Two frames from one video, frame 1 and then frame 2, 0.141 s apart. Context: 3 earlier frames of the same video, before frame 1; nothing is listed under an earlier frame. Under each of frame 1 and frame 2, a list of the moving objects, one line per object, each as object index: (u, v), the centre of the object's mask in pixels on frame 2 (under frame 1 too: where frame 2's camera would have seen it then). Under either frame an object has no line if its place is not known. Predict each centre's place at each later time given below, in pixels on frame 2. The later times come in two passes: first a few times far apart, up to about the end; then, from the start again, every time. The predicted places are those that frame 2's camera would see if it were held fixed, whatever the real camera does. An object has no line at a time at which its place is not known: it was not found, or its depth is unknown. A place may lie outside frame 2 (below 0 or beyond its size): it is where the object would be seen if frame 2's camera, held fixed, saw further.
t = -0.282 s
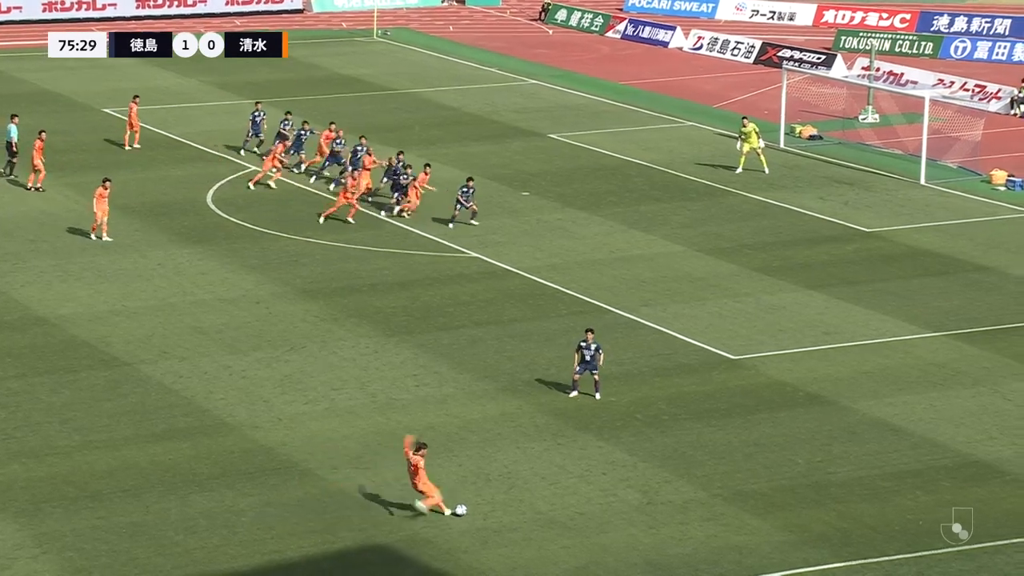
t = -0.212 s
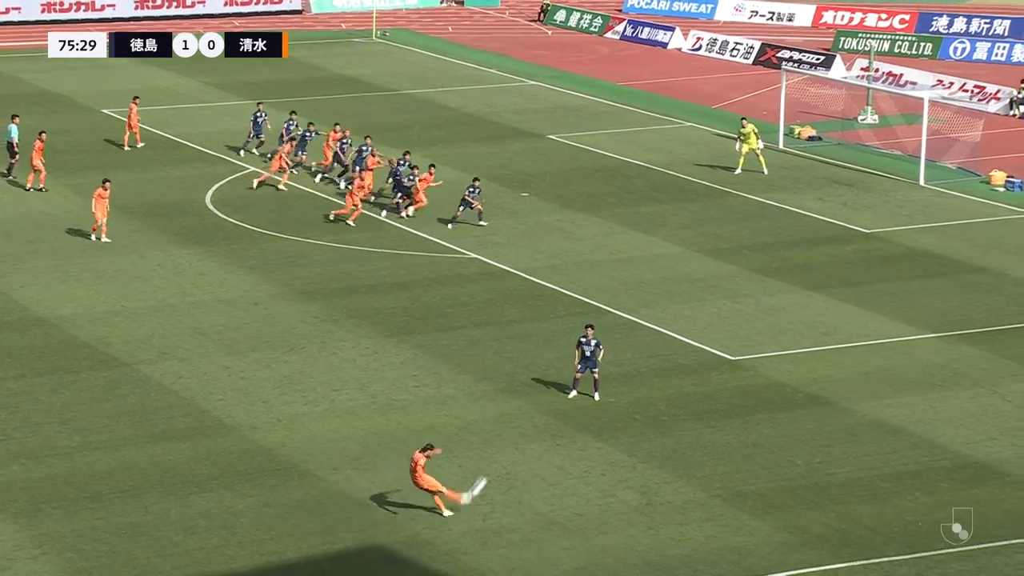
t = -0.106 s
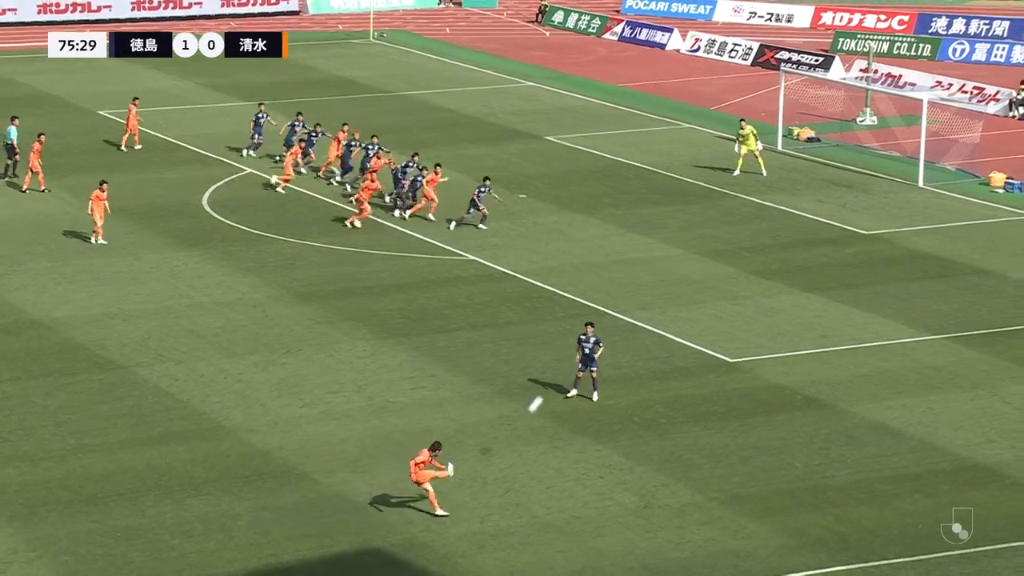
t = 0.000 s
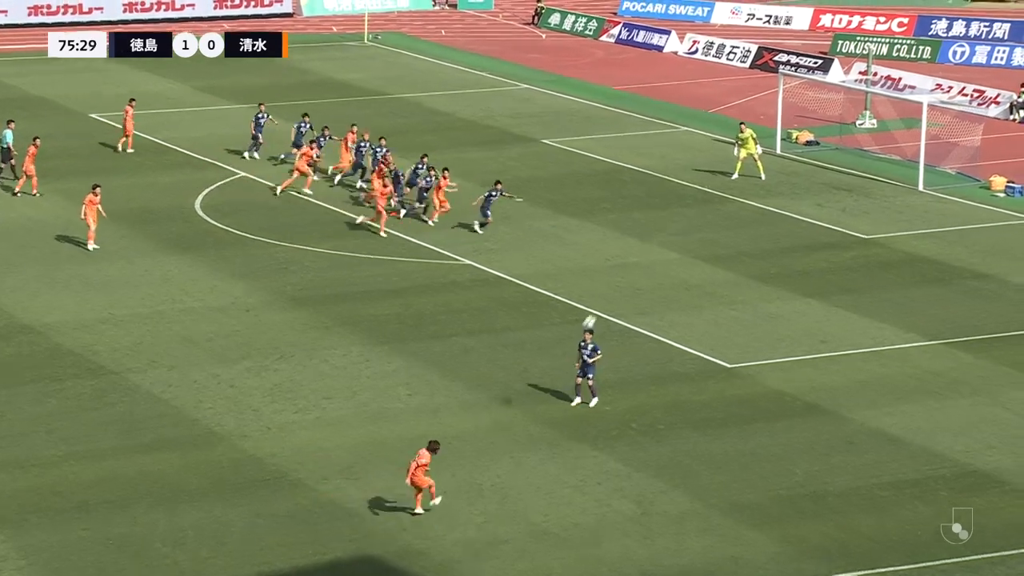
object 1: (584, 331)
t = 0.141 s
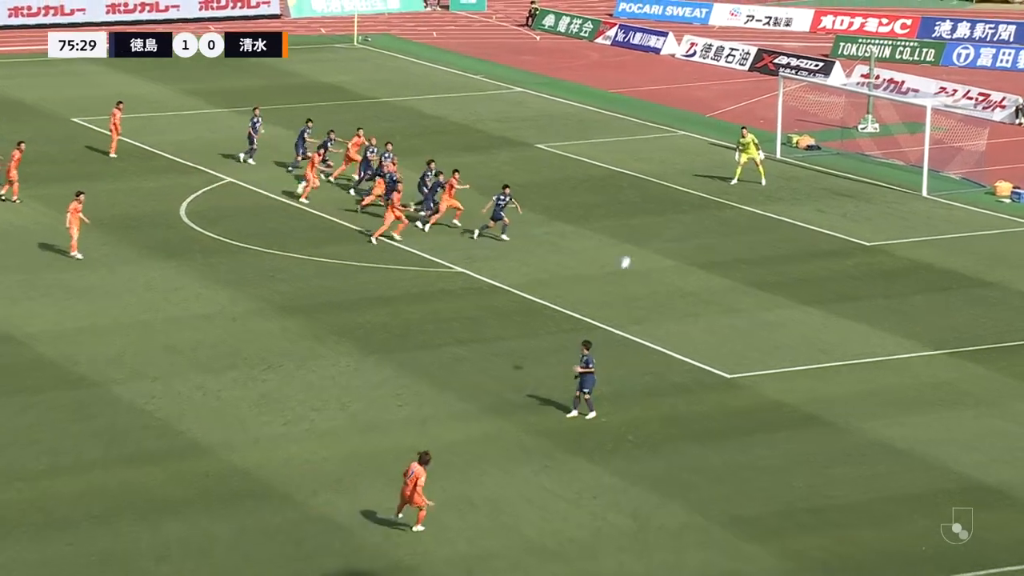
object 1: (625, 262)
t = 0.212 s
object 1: (639, 234)
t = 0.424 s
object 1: (662, 175)
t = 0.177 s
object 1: (632, 248)
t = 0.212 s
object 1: (639, 234)
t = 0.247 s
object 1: (644, 223)
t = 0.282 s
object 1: (649, 211)
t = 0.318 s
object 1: (653, 201)
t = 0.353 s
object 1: (657, 191)
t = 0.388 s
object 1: (660, 183)
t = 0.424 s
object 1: (662, 175)
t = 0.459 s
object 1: (664, 168)
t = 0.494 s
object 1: (666, 162)
